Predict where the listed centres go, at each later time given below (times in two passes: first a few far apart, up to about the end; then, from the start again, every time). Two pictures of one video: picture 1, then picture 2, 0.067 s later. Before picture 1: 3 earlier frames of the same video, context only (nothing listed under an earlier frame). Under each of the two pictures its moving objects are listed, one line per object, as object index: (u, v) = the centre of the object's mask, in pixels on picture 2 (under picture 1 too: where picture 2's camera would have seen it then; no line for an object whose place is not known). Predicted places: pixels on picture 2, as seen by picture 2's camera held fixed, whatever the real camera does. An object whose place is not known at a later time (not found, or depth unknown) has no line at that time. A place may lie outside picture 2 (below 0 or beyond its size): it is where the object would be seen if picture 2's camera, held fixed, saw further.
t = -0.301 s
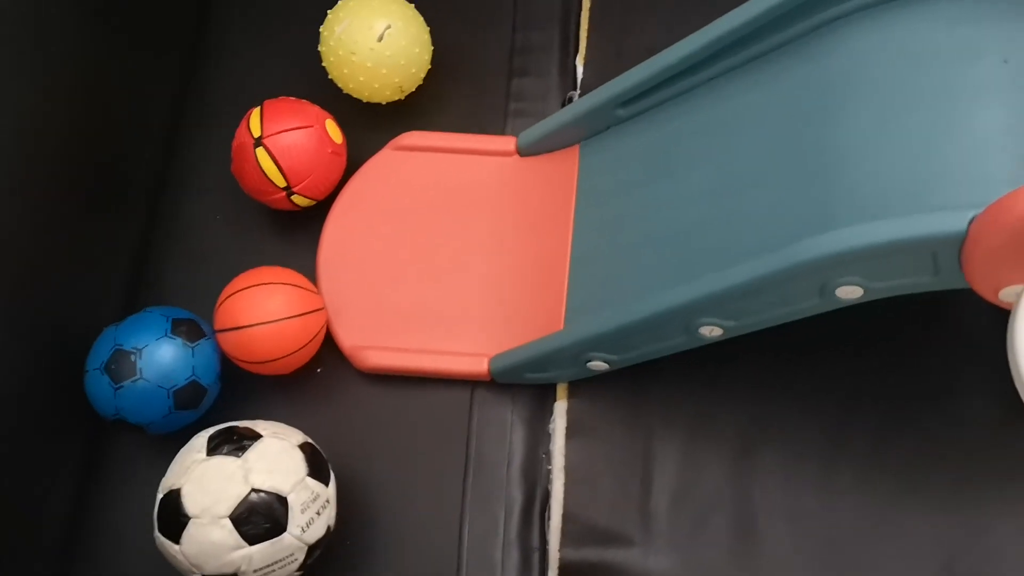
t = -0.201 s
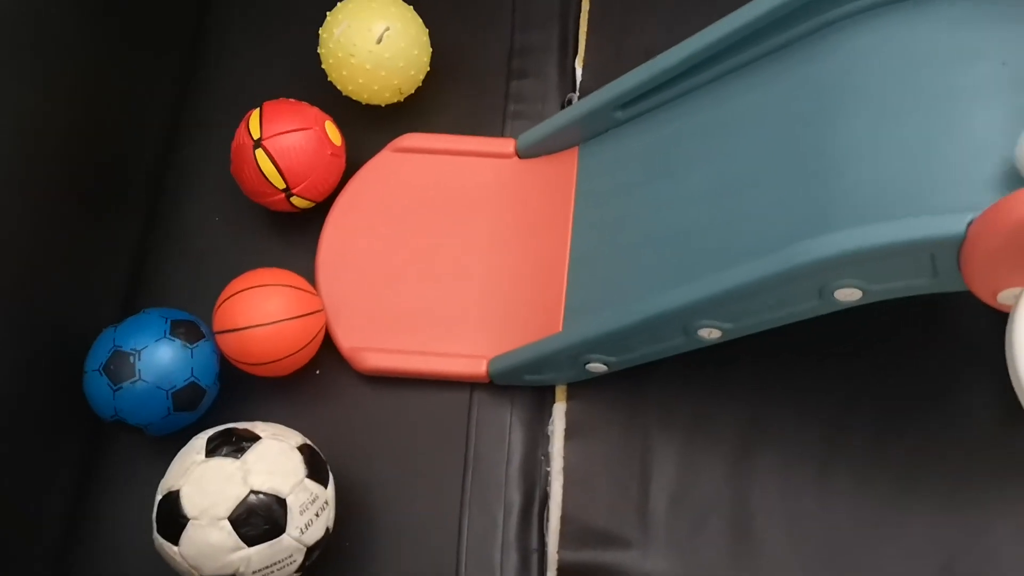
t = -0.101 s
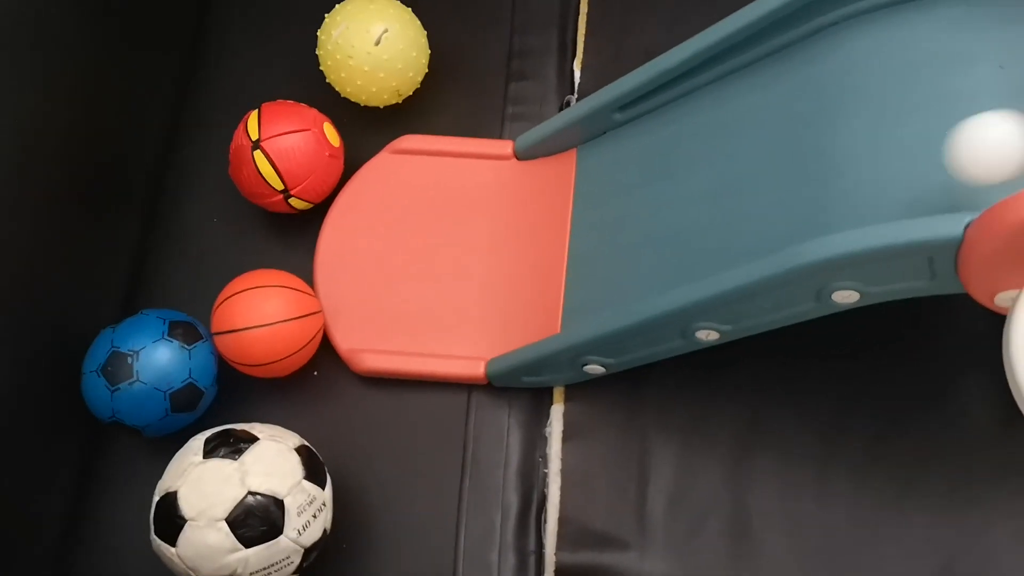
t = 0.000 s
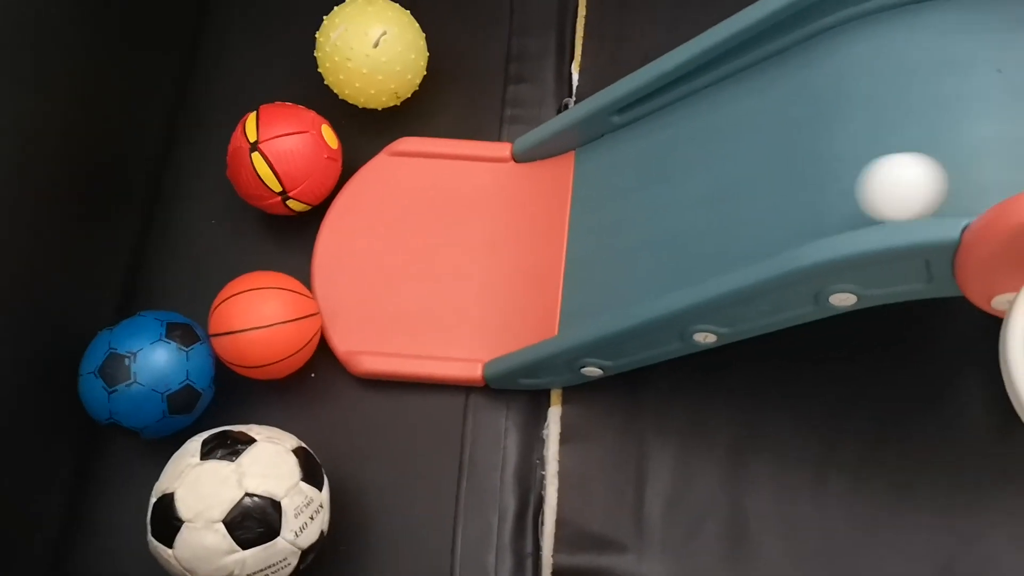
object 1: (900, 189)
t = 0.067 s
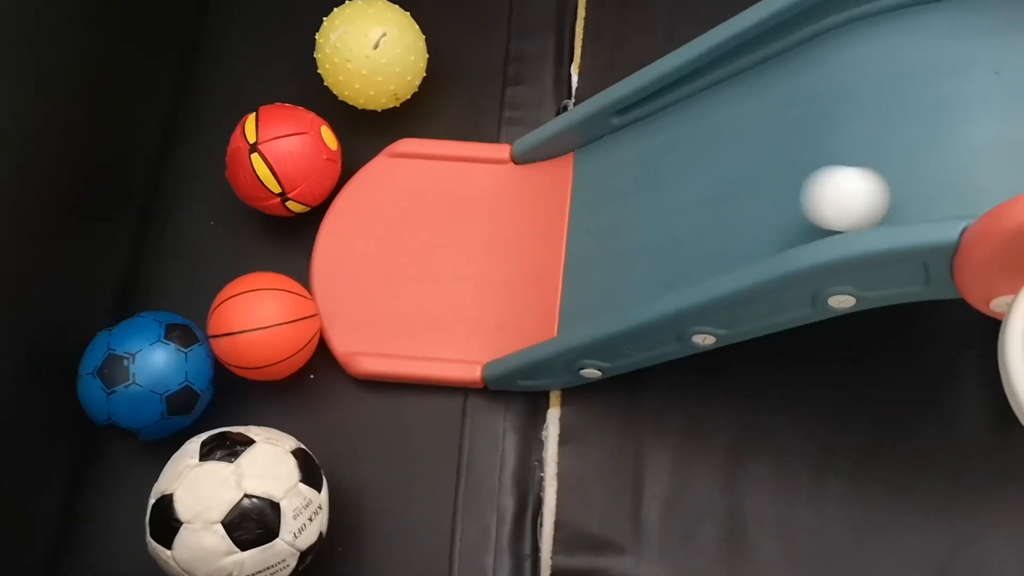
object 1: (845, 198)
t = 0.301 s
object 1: (609, 239)
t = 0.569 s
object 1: (307, 226)
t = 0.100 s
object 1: (810, 196)
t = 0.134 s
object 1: (775, 198)
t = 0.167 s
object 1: (742, 205)
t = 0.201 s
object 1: (712, 216)
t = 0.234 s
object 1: (678, 225)
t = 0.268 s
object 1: (643, 230)
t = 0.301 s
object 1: (609, 239)
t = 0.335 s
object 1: (578, 249)
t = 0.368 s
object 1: (544, 256)
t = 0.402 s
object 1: (506, 259)
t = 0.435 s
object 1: (466, 255)
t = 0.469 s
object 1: (425, 249)
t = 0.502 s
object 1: (385, 242)
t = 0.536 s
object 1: (345, 234)
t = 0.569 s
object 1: (307, 226)
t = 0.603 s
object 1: (282, 233)
